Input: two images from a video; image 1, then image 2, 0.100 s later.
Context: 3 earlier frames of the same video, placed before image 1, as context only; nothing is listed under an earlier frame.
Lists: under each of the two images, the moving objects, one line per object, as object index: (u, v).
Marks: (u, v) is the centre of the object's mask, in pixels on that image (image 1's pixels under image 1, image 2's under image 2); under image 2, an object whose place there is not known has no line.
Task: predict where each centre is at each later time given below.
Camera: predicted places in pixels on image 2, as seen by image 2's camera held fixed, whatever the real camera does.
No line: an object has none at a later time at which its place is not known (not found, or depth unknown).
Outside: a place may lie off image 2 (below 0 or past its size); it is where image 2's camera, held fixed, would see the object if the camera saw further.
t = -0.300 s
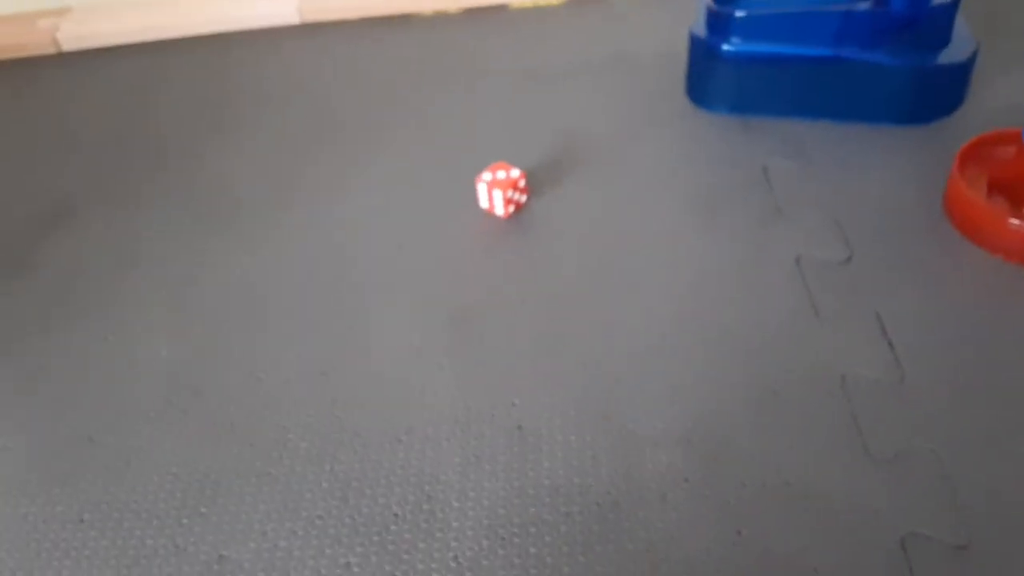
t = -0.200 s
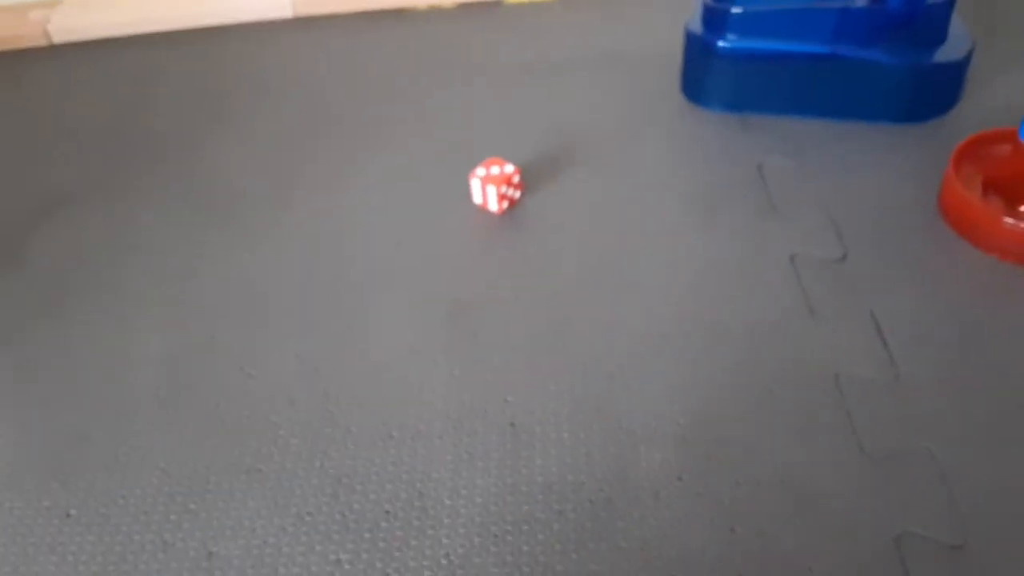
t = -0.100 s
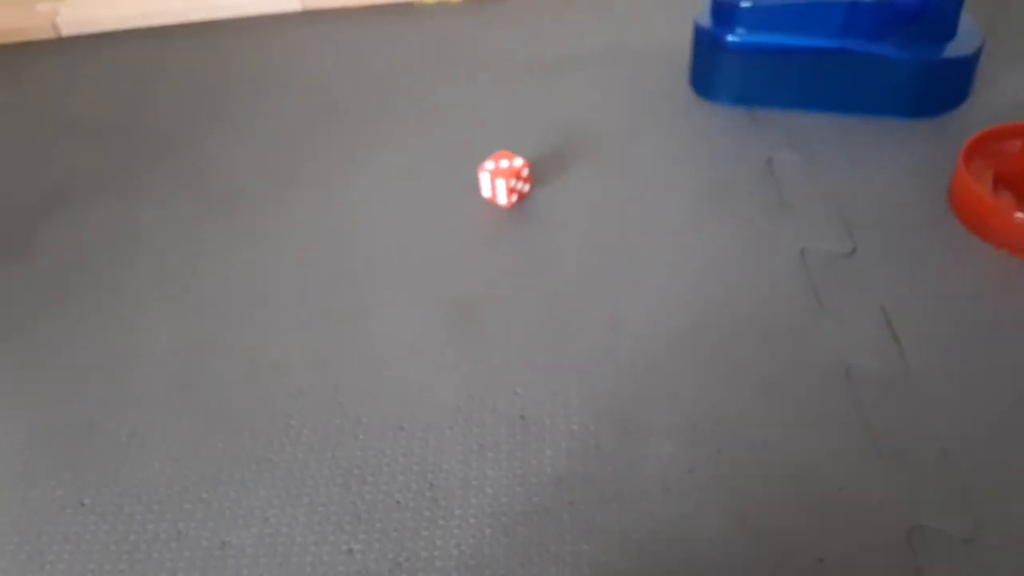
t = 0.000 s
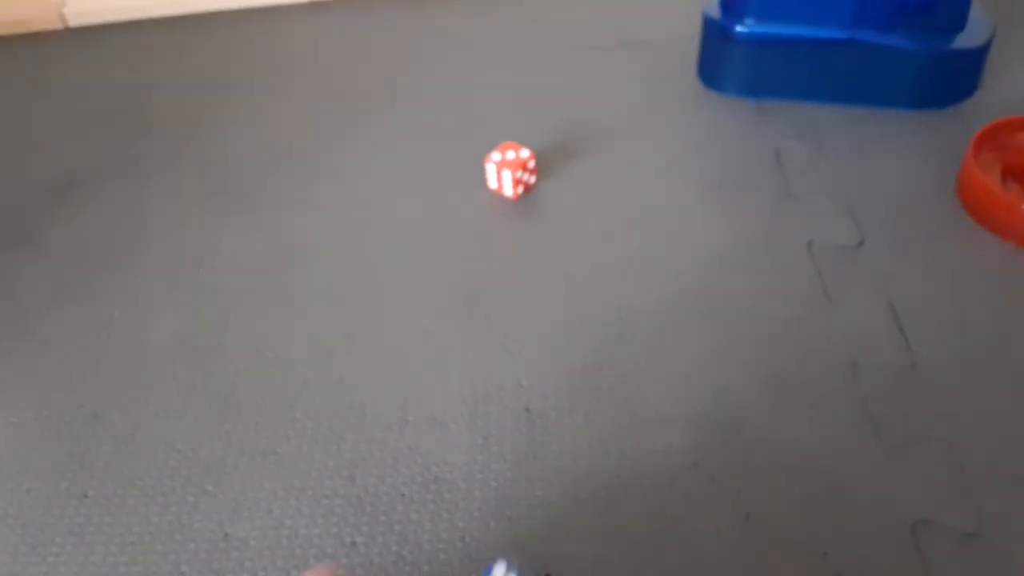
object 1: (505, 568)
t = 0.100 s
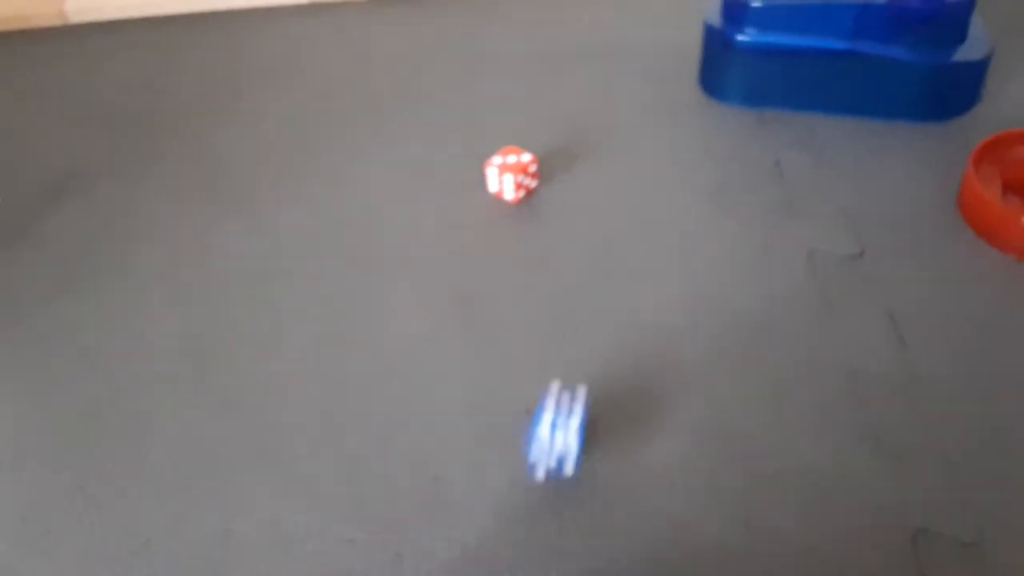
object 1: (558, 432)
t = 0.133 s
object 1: (566, 381)
